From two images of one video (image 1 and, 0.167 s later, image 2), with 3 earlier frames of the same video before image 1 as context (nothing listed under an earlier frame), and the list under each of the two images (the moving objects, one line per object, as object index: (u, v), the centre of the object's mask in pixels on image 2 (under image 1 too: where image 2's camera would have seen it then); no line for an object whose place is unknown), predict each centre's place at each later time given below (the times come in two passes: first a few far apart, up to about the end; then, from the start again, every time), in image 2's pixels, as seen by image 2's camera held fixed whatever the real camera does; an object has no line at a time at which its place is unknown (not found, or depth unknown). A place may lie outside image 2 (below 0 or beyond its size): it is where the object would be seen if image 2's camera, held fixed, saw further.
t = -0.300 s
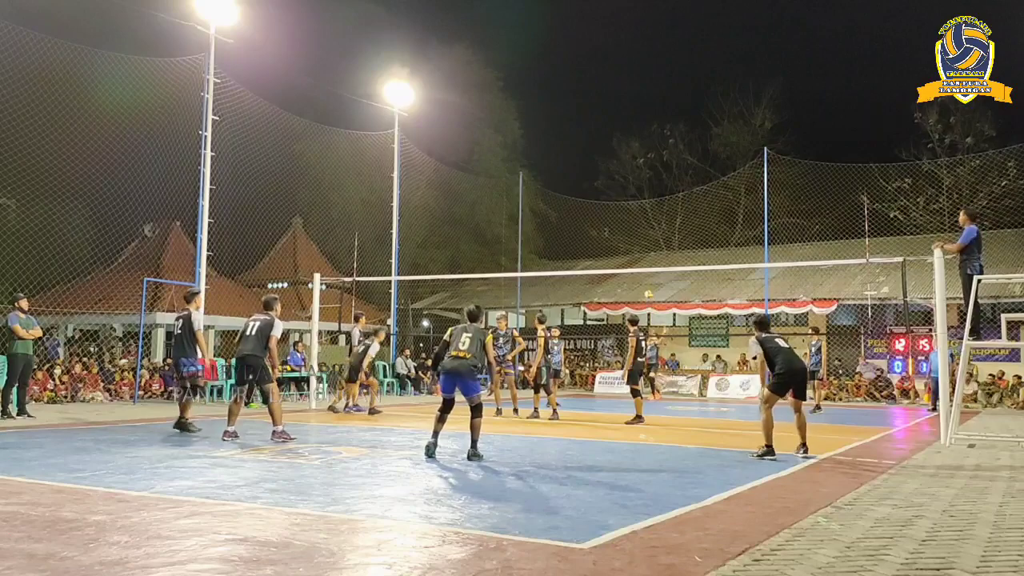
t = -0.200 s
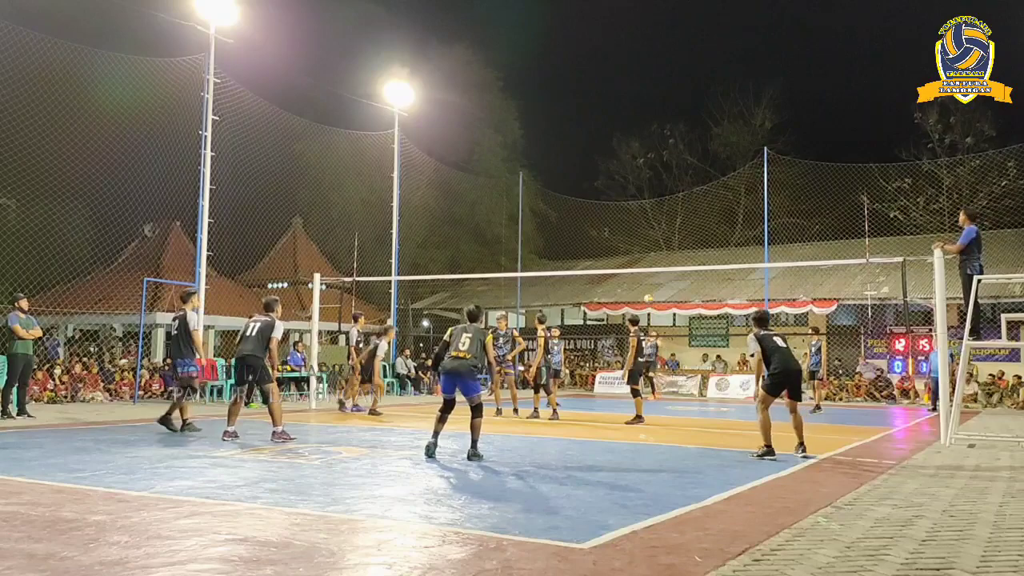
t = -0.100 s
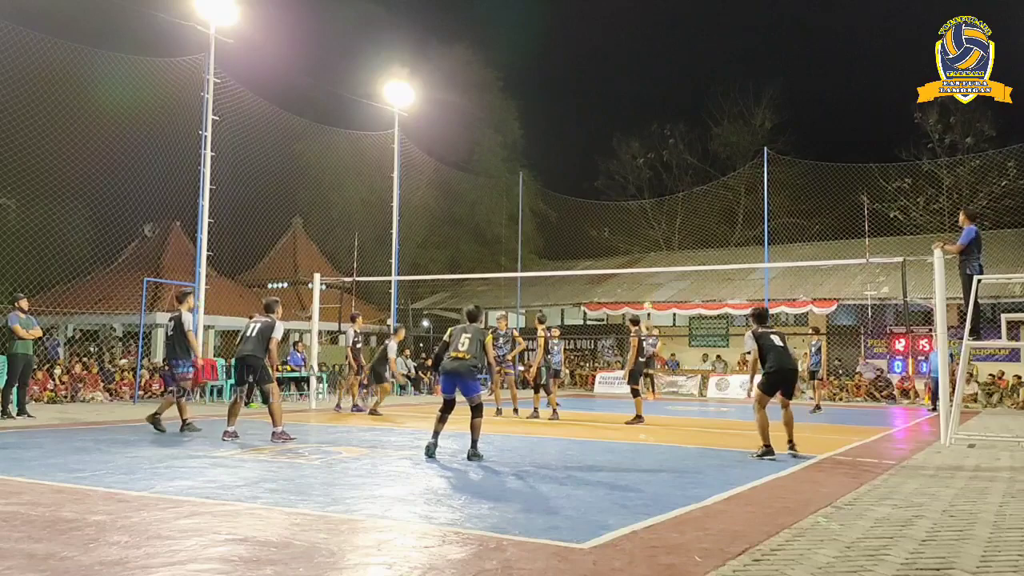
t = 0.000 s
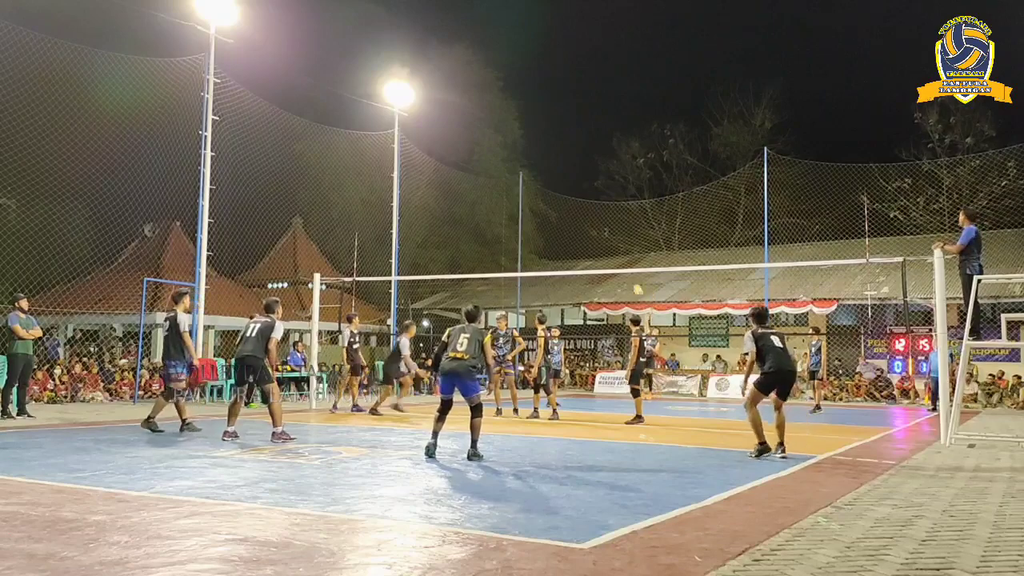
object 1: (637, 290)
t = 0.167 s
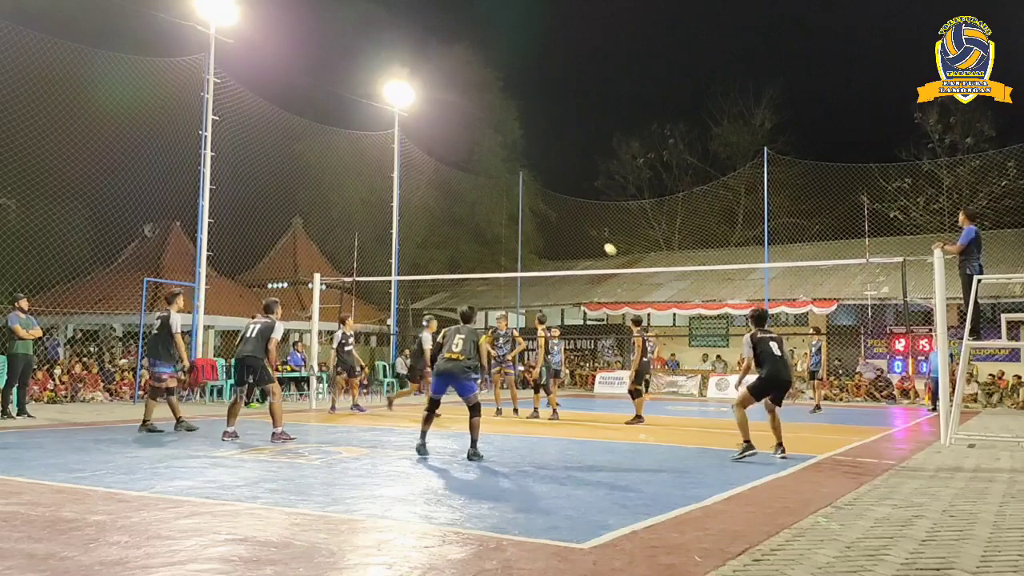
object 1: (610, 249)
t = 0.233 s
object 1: (597, 235)
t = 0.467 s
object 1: (542, 199)
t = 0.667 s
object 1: (480, 192)
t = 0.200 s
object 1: (603, 242)
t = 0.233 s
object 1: (597, 235)
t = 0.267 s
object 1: (590, 228)
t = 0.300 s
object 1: (583, 222)
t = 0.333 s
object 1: (576, 217)
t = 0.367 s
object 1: (568, 212)
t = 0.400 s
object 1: (560, 207)
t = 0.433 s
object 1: (551, 203)
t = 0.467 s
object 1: (542, 199)
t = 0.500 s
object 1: (533, 196)
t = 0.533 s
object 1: (524, 194)
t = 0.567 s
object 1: (514, 192)
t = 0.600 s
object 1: (502, 192)
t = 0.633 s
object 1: (491, 192)
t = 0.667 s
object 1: (480, 192)
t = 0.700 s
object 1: (467, 194)
